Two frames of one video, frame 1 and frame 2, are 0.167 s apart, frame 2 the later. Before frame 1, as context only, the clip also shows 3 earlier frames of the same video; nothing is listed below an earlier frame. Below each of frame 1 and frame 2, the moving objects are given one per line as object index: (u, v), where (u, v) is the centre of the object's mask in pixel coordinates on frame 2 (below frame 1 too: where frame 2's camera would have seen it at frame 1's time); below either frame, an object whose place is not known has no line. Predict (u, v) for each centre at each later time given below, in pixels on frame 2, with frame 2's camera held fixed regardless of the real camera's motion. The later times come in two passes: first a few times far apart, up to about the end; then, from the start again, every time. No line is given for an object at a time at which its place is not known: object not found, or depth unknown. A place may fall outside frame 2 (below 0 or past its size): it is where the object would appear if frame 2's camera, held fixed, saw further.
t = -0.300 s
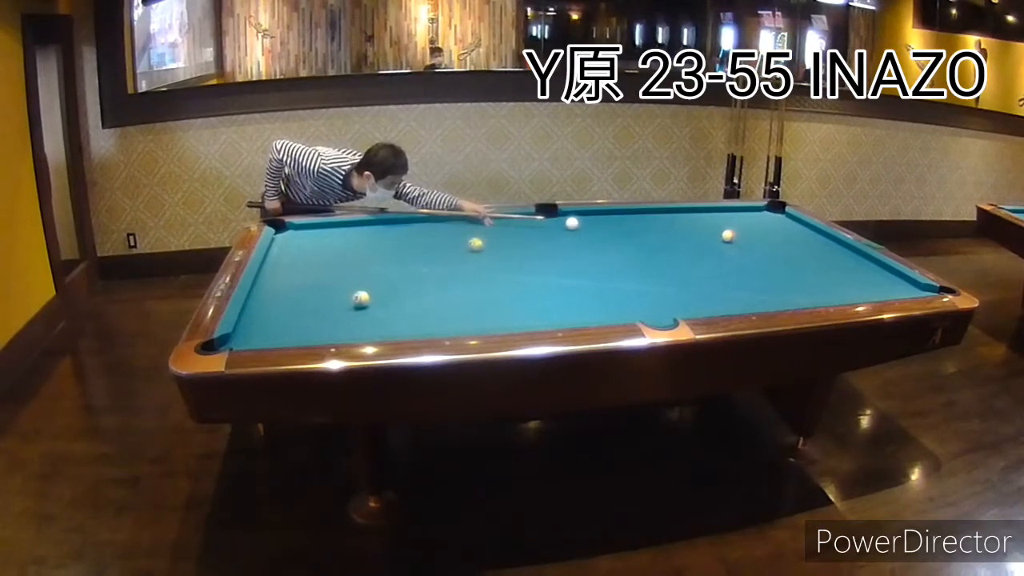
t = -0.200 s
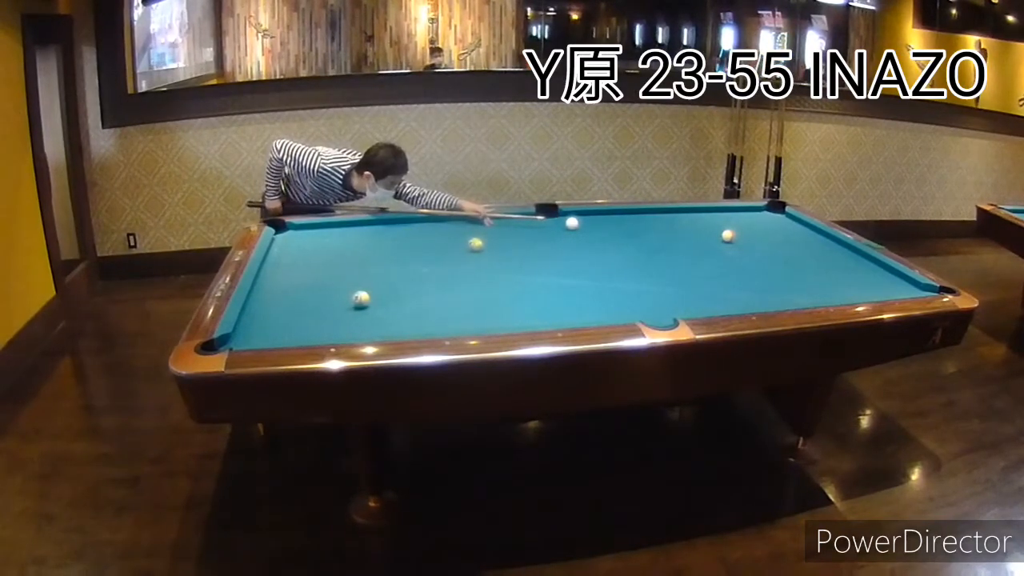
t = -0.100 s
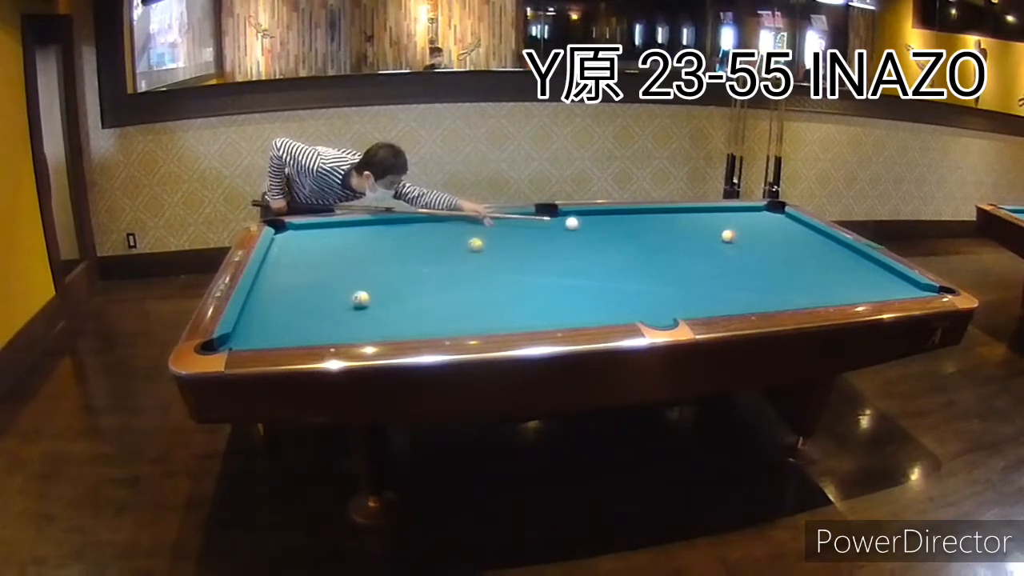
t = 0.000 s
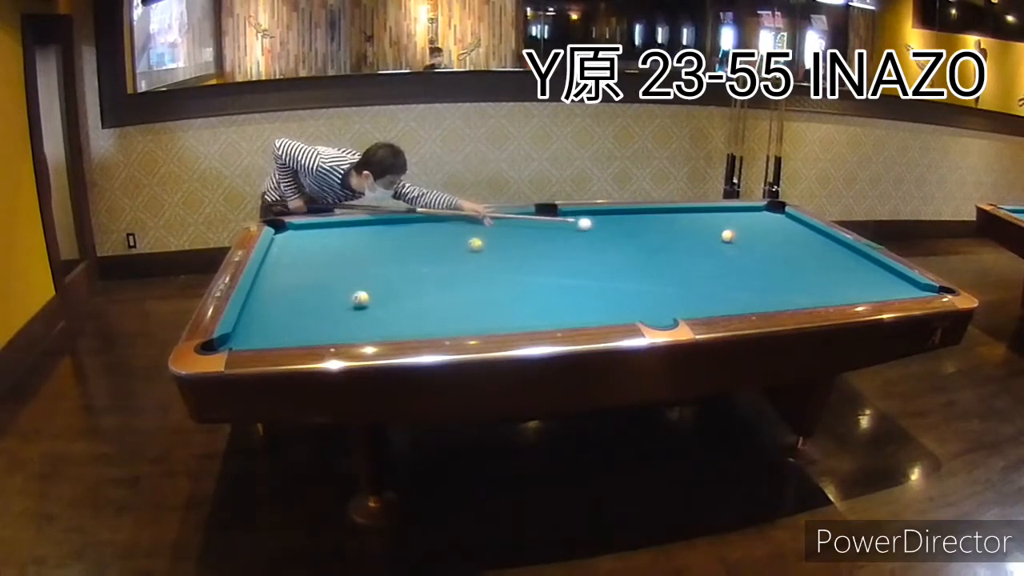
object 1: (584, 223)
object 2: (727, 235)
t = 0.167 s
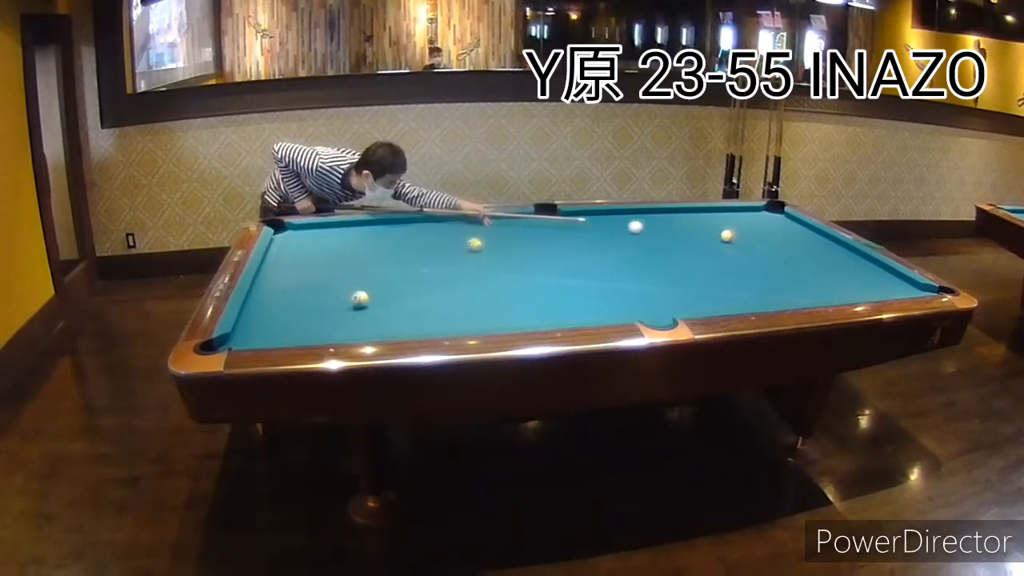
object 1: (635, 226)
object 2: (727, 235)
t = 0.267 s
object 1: (665, 228)
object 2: (727, 235)
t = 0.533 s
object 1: (728, 230)
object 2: (742, 240)
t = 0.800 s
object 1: (766, 226)
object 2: (776, 250)
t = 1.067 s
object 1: (799, 222)
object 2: (811, 260)
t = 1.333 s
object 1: (779, 220)
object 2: (845, 270)
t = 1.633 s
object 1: (749, 219)
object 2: (882, 282)
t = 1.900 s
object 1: (723, 217)
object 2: (912, 289)
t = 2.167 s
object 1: (698, 216)
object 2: (910, 285)
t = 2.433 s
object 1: (674, 215)
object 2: (907, 279)
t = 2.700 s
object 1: (651, 214)
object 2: (898, 275)
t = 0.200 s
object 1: (645, 227)
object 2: (727, 235)
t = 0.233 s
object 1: (656, 227)
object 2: (727, 235)
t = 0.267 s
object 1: (665, 228)
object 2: (727, 235)
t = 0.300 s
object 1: (675, 229)
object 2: (727, 235)
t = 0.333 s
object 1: (685, 230)
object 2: (727, 235)
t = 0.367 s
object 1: (695, 230)
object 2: (727, 235)
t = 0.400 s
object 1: (705, 231)
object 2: (727, 235)
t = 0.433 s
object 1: (714, 232)
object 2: (727, 235)
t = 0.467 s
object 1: (719, 231)
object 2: (731, 236)
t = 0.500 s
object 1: (724, 231)
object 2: (737, 238)
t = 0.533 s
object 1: (728, 230)
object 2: (742, 240)
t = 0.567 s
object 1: (733, 229)
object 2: (746, 241)
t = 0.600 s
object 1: (738, 229)
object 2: (750, 242)
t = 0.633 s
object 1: (743, 228)
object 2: (754, 243)
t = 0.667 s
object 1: (748, 228)
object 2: (759, 244)
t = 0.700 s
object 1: (752, 227)
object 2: (763, 245)
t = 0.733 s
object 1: (757, 227)
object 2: (768, 247)
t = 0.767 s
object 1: (762, 226)
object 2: (772, 248)
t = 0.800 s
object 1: (766, 226)
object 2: (776, 250)
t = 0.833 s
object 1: (770, 225)
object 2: (780, 251)
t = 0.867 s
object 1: (774, 225)
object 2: (785, 252)
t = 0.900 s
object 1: (778, 224)
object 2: (789, 253)
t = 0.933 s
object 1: (783, 224)
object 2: (793, 255)
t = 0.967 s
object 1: (787, 224)
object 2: (798, 256)
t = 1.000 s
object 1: (791, 223)
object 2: (802, 257)
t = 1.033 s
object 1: (795, 223)
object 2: (807, 258)
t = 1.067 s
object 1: (799, 222)
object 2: (811, 260)
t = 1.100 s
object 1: (801, 222)
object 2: (815, 261)
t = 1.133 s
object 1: (799, 222)
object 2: (819, 263)
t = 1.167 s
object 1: (795, 221)
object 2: (823, 264)
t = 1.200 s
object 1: (792, 222)
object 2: (828, 265)
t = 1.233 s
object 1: (789, 221)
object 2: (832, 266)
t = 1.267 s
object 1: (786, 221)
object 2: (836, 267)
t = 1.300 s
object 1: (782, 221)
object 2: (840, 269)
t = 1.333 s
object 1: (779, 220)
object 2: (845, 270)
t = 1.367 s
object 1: (775, 220)
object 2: (849, 272)
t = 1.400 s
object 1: (772, 220)
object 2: (853, 273)
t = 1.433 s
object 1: (769, 220)
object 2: (857, 274)
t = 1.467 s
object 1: (765, 220)
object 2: (861, 276)
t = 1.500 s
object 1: (762, 220)
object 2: (865, 277)
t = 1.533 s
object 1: (759, 220)
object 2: (869, 278)
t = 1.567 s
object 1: (755, 219)
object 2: (874, 279)
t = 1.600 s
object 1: (752, 219)
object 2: (878, 280)
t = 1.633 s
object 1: (749, 219)
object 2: (882, 282)
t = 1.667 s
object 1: (746, 219)
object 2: (887, 283)
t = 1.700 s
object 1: (743, 218)
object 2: (890, 285)
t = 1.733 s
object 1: (739, 218)
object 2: (894, 286)
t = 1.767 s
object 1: (736, 218)
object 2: (899, 287)
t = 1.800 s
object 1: (733, 218)
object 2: (902, 288)
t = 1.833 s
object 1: (730, 218)
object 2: (907, 288)
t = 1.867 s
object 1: (726, 217)
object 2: (910, 289)
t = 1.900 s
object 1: (723, 217)
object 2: (912, 289)
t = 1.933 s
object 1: (720, 217)
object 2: (912, 288)
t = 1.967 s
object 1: (717, 217)
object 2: (912, 288)
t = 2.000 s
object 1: (714, 217)
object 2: (911, 287)
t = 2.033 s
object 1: (711, 216)
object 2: (911, 287)
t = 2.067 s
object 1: (707, 216)
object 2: (911, 286)
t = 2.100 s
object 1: (704, 216)
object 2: (911, 286)
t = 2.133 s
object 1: (701, 216)
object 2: (910, 285)
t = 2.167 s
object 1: (698, 216)
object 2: (910, 285)
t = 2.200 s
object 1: (695, 216)
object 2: (910, 284)
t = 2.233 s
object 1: (692, 215)
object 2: (909, 283)
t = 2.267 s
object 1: (689, 215)
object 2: (909, 283)
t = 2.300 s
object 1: (686, 215)
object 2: (909, 282)
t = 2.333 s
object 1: (683, 215)
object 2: (908, 282)
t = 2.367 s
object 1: (680, 215)
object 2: (908, 281)
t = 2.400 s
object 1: (677, 215)
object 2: (907, 280)
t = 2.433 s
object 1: (674, 215)
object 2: (907, 279)
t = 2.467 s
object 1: (671, 215)
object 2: (906, 278)
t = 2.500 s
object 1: (669, 214)
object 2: (905, 278)
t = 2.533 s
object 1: (666, 215)
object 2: (904, 278)
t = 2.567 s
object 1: (663, 214)
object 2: (902, 277)
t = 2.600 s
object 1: (660, 214)
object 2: (901, 277)
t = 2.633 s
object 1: (657, 214)
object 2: (900, 276)
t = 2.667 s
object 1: (654, 214)
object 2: (899, 276)
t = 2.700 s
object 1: (651, 214)
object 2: (898, 275)
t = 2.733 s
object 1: (649, 214)
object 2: (896, 275)
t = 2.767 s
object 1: (646, 213)
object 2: (895, 274)
